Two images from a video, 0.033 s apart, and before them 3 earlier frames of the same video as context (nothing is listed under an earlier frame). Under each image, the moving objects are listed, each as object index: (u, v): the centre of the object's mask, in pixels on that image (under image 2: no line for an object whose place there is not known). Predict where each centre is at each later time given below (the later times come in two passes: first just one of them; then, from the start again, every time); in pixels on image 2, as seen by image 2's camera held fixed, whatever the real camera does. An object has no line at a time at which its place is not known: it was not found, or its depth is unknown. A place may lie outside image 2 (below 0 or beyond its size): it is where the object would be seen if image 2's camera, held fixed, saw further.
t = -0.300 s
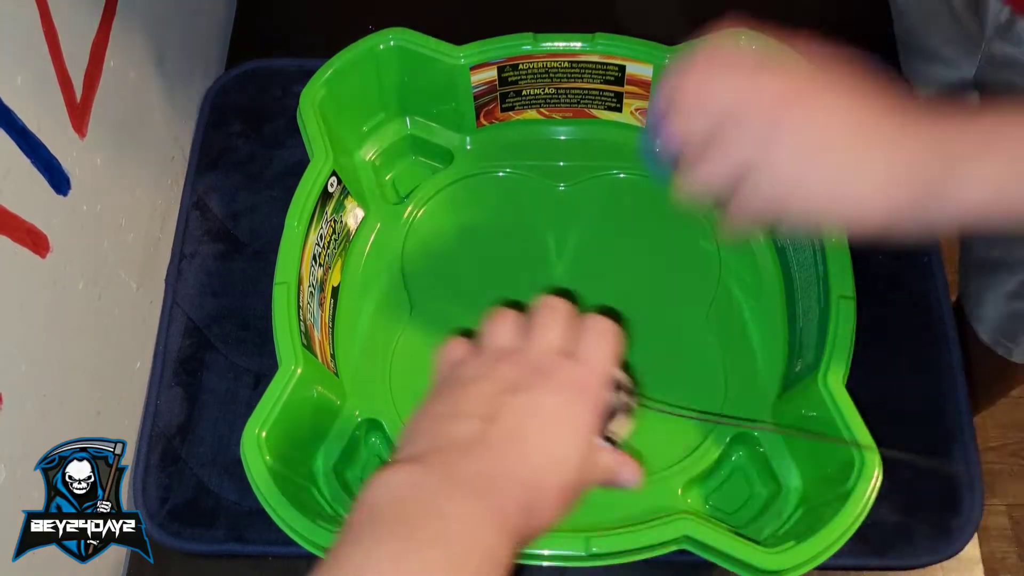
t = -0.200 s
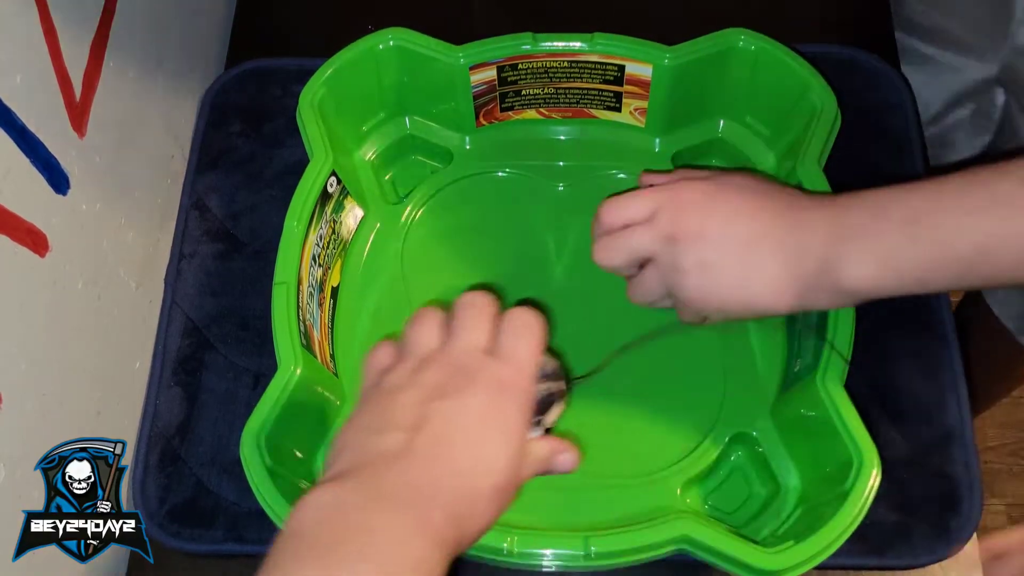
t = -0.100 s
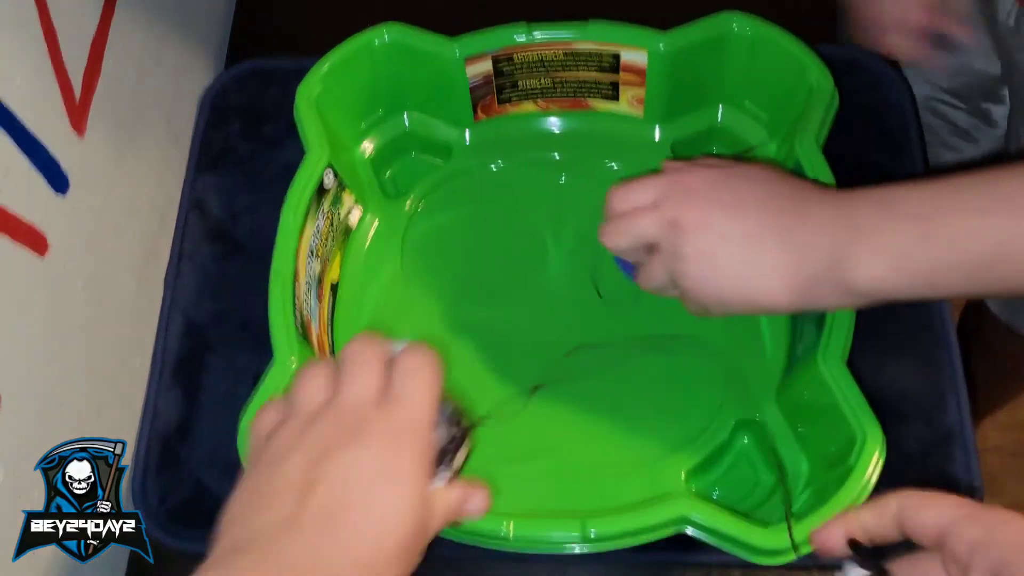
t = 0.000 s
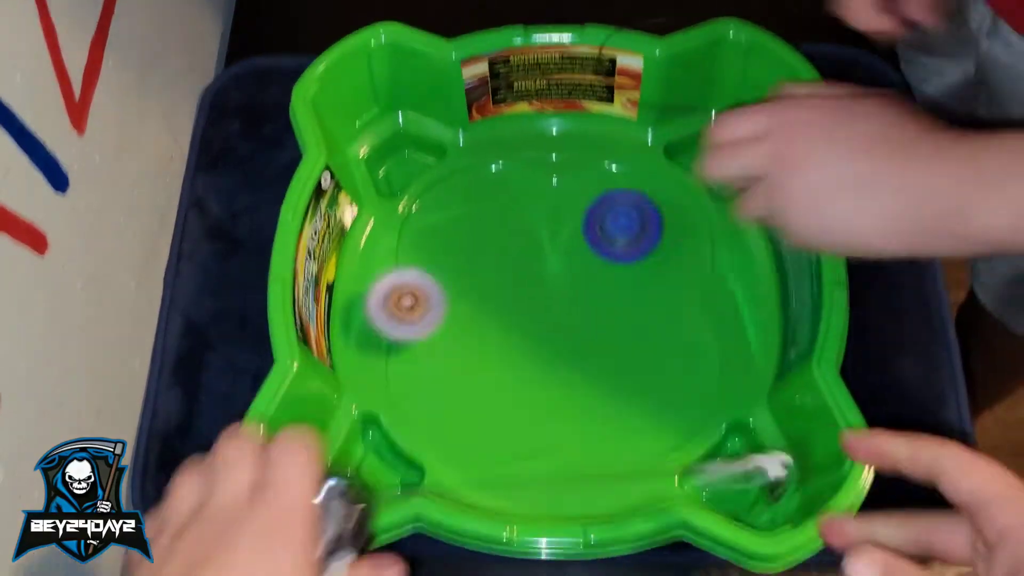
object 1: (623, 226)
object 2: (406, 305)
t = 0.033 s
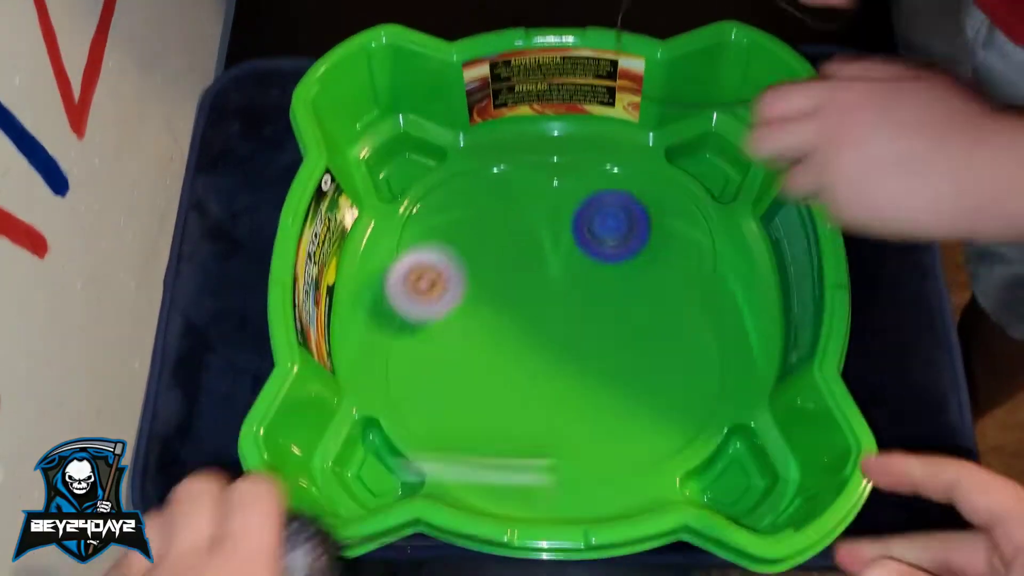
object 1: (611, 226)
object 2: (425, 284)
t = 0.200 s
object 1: (672, 174)
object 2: (362, 249)
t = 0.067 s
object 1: (596, 218)
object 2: (445, 261)
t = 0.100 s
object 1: (579, 213)
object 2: (467, 243)
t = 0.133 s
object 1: (564, 208)
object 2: (488, 231)
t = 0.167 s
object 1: (623, 179)
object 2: (431, 236)
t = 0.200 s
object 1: (672, 174)
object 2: (362, 249)
